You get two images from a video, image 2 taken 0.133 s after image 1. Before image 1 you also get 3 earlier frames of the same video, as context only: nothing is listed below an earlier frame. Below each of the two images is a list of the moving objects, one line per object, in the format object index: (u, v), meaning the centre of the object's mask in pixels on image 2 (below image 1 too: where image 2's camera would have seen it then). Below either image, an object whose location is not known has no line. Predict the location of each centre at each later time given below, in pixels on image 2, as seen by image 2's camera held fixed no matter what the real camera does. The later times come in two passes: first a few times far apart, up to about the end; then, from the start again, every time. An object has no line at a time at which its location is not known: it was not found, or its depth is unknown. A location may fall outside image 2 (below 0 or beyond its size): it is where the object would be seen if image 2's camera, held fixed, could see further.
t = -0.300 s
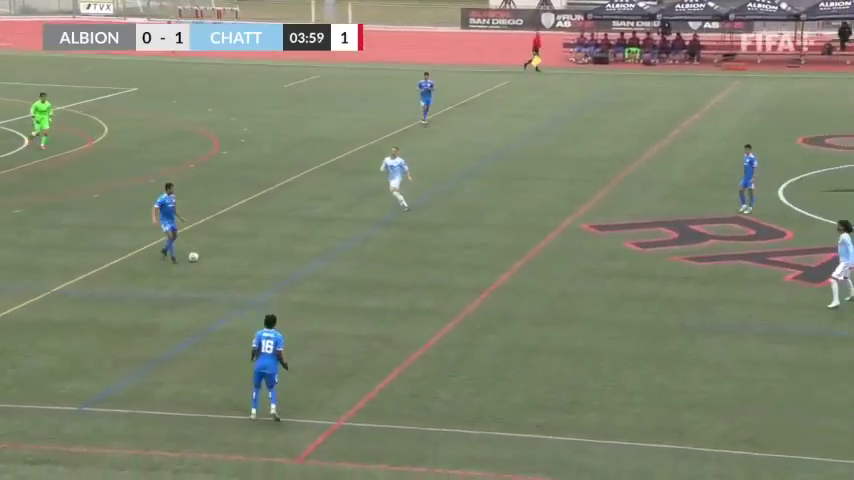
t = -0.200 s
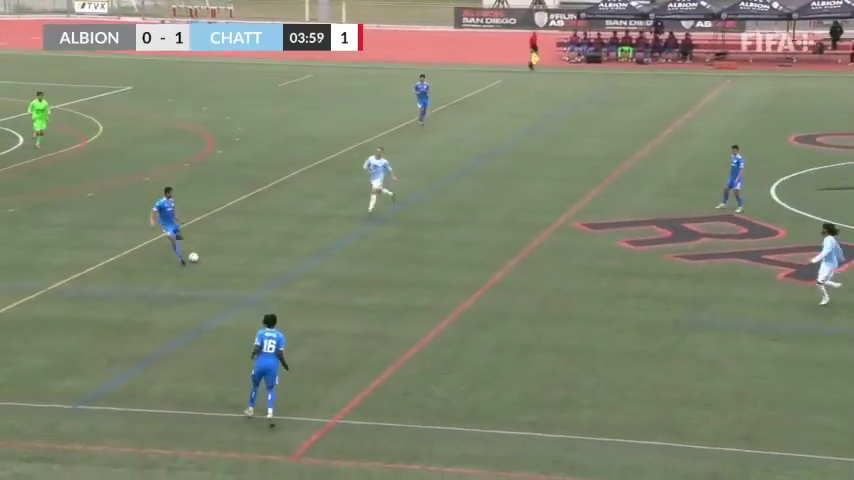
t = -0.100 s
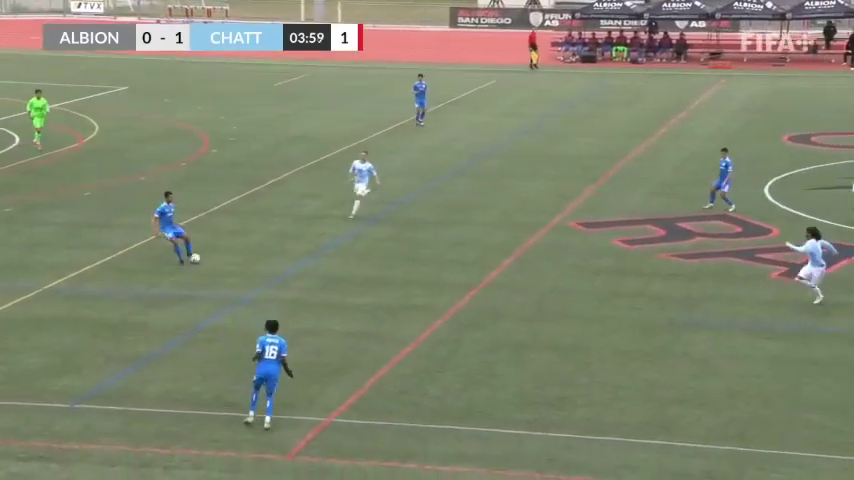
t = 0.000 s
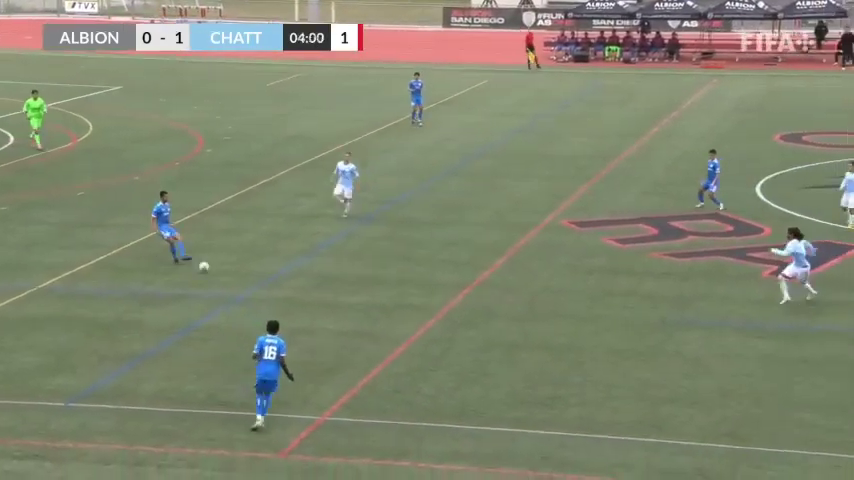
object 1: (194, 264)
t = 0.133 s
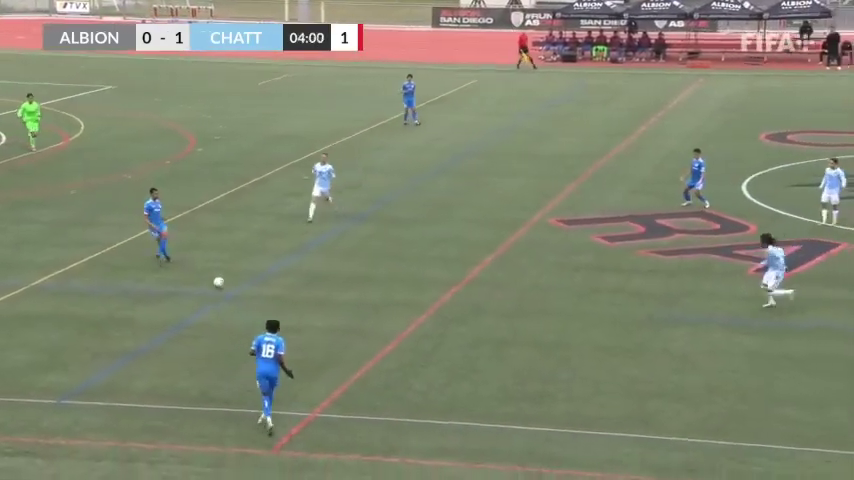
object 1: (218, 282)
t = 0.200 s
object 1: (231, 292)
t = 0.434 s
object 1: (271, 321)
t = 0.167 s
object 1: (224, 286)
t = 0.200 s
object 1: (231, 292)
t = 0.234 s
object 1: (237, 297)
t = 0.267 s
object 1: (243, 299)
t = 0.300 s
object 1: (249, 302)
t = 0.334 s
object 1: (254, 307)
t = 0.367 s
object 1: (260, 313)
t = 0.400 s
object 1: (266, 319)
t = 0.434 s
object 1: (271, 321)
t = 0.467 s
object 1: (277, 324)
